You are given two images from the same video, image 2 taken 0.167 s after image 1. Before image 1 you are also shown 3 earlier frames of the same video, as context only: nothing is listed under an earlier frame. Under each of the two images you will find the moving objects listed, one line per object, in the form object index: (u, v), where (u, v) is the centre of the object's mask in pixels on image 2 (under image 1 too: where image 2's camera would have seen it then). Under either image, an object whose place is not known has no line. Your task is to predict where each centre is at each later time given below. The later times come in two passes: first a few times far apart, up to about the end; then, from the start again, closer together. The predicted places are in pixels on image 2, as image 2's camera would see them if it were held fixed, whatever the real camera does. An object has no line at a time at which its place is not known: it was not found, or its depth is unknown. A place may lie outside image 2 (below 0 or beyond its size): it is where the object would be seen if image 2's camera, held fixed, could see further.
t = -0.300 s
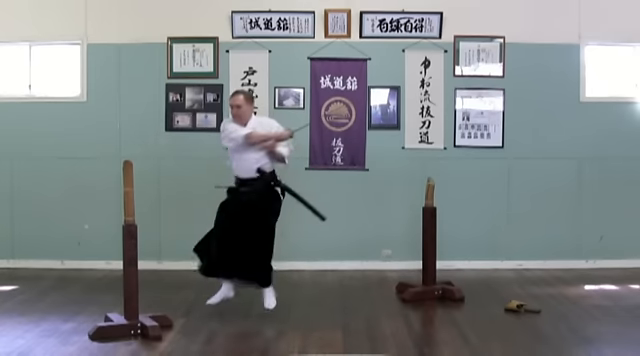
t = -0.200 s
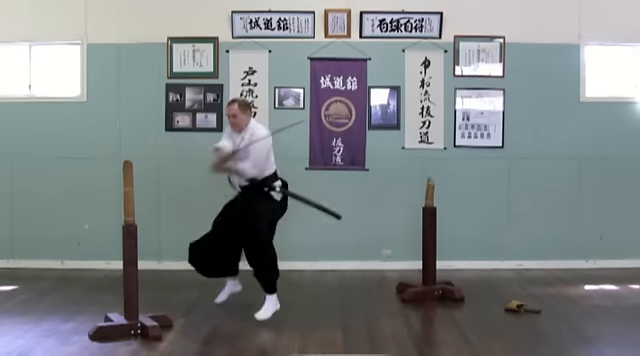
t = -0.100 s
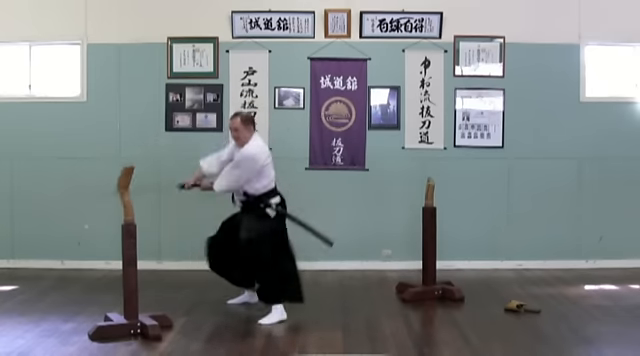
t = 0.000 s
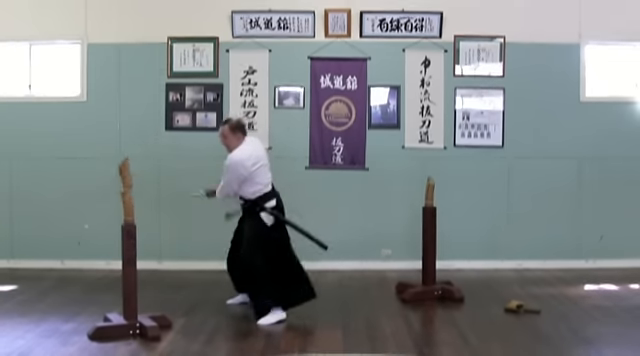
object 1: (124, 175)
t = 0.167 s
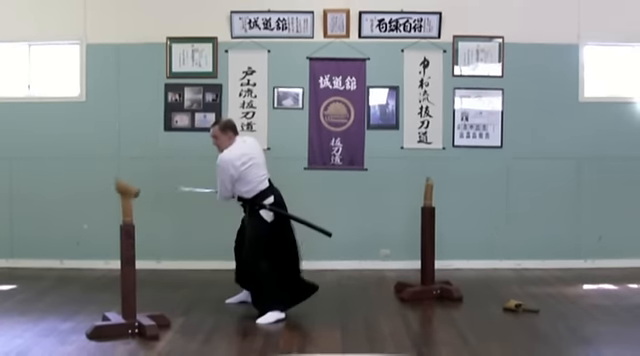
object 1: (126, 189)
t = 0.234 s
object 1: (126, 194)
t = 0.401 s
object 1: (129, 215)
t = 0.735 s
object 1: (129, 320)
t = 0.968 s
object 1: (104, 338)
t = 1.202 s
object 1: (91, 345)
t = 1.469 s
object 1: (91, 345)
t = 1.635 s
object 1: (91, 345)
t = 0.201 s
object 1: (126, 191)
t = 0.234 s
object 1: (126, 194)
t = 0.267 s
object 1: (128, 198)
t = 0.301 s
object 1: (128, 202)
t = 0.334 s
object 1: (128, 205)
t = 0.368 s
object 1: (129, 210)
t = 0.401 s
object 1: (129, 215)
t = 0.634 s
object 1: (138, 325)
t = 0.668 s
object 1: (136, 323)
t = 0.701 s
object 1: (133, 321)
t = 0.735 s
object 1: (129, 320)
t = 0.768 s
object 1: (126, 322)
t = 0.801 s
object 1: (123, 323)
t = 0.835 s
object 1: (120, 325)
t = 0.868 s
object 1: (117, 330)
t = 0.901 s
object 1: (113, 333)
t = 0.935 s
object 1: (110, 336)
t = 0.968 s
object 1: (104, 338)
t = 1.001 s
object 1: (103, 341)
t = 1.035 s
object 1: (98, 345)
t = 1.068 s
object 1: (97, 343)
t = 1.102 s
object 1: (95, 342)
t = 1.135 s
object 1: (94, 343)
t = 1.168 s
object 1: (92, 344)
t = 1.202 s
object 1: (91, 345)
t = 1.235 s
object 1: (91, 345)
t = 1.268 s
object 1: (91, 345)
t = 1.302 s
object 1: (91, 345)
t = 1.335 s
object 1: (91, 345)
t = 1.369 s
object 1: (91, 345)
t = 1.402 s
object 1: (91, 345)
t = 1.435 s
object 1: (91, 345)
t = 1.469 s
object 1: (91, 345)
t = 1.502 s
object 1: (91, 345)
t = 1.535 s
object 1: (91, 345)
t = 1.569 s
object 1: (91, 345)
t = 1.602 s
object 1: (91, 345)
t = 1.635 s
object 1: (91, 345)
